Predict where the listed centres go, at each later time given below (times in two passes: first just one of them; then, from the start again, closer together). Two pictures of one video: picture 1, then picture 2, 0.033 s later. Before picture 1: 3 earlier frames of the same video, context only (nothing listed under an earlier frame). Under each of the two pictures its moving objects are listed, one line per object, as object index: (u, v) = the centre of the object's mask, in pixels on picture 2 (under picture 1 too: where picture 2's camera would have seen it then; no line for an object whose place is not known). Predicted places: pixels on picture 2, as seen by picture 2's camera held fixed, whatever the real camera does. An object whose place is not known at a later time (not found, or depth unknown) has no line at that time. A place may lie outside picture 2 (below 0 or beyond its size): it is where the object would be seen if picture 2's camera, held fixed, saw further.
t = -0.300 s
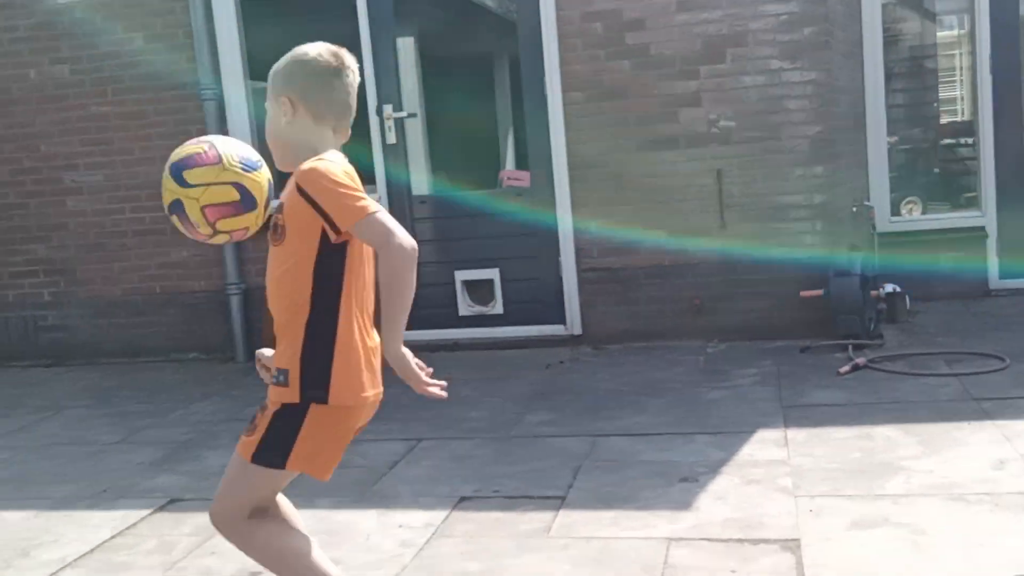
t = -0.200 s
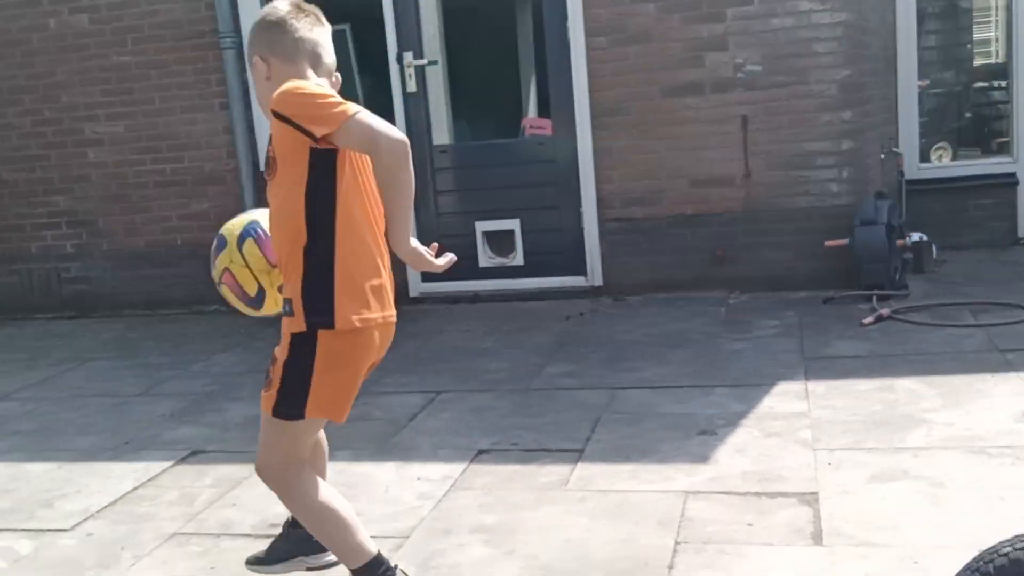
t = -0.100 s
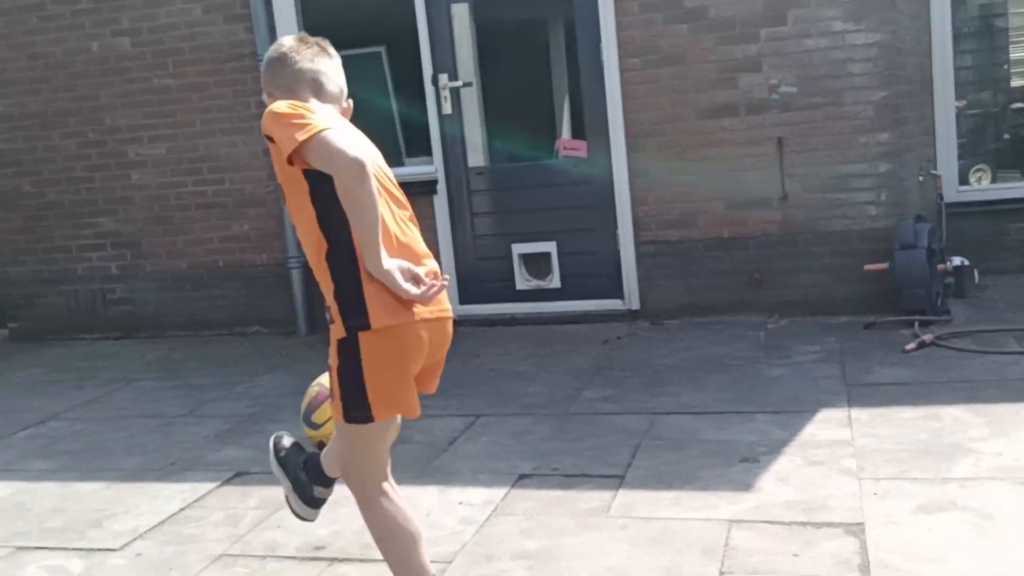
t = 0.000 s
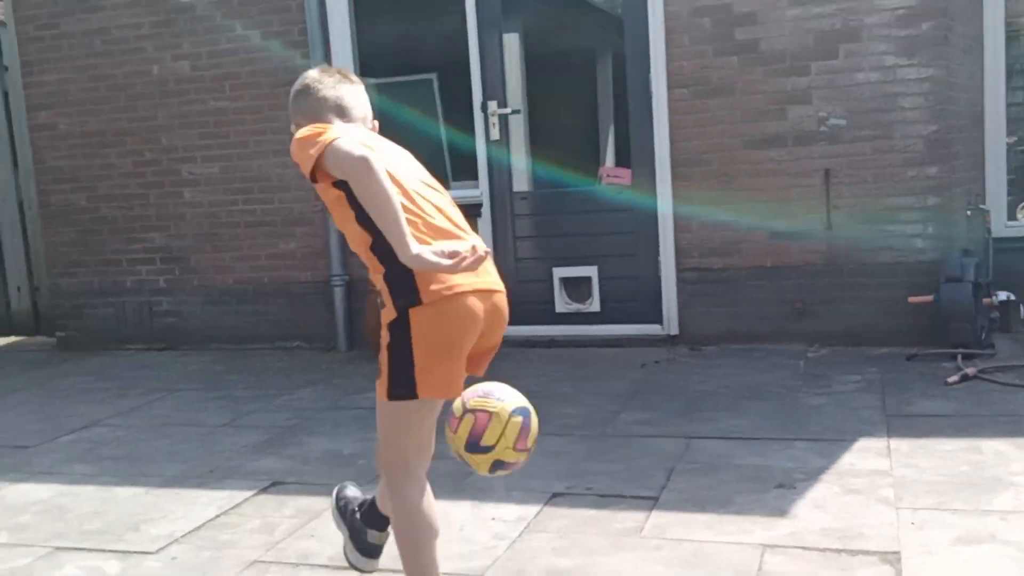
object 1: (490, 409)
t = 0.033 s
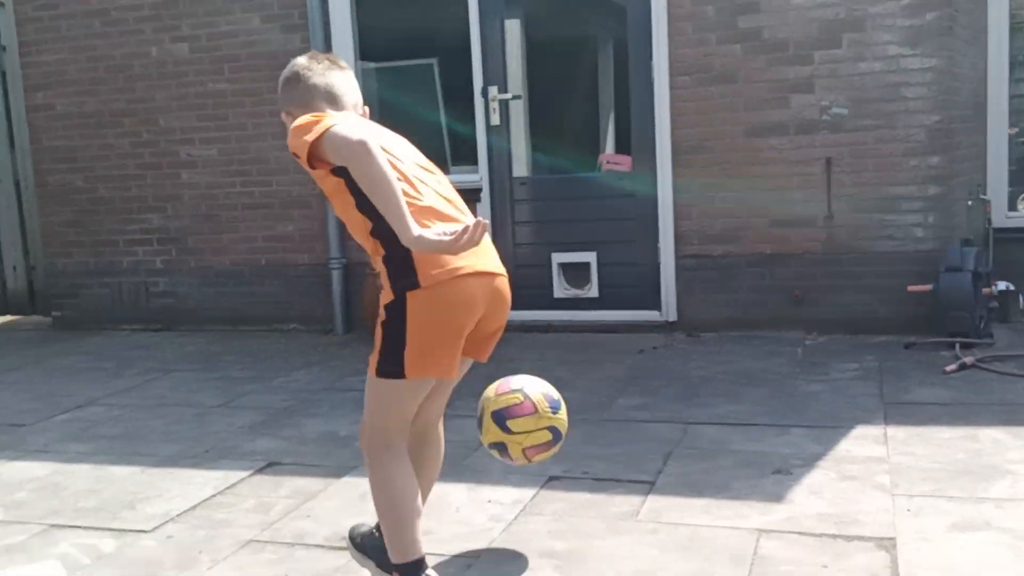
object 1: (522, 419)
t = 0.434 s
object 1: (862, 354)
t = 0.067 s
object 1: (554, 431)
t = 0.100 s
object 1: (586, 447)
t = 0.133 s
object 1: (617, 469)
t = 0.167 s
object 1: (645, 460)
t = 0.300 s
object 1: (753, 373)
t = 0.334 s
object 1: (781, 360)
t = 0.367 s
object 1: (809, 354)
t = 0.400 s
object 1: (836, 352)
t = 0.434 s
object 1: (862, 354)
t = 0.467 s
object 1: (888, 361)
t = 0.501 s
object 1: (913, 370)
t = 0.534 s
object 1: (938, 382)
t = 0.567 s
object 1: (963, 398)
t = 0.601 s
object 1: (987, 418)
